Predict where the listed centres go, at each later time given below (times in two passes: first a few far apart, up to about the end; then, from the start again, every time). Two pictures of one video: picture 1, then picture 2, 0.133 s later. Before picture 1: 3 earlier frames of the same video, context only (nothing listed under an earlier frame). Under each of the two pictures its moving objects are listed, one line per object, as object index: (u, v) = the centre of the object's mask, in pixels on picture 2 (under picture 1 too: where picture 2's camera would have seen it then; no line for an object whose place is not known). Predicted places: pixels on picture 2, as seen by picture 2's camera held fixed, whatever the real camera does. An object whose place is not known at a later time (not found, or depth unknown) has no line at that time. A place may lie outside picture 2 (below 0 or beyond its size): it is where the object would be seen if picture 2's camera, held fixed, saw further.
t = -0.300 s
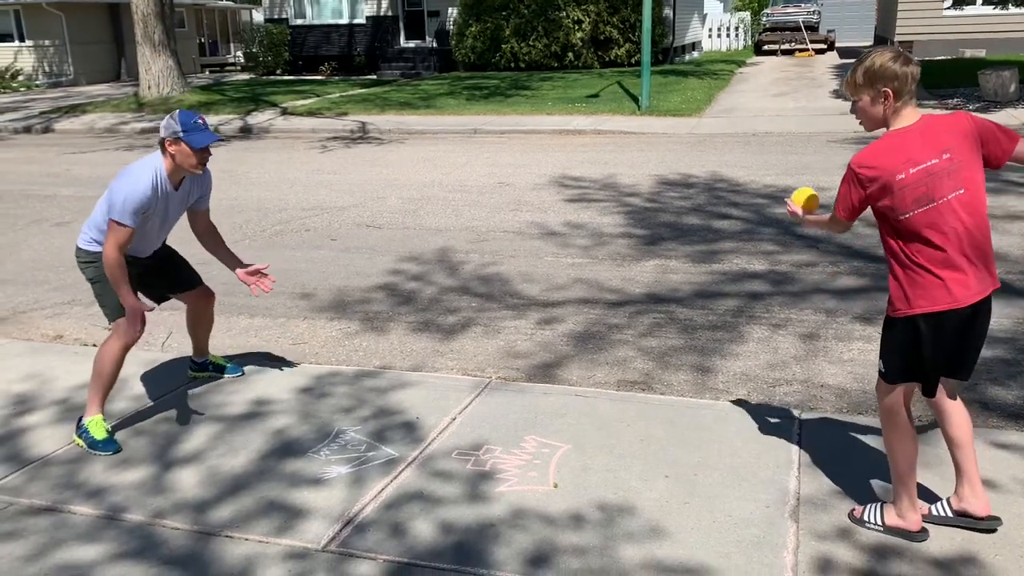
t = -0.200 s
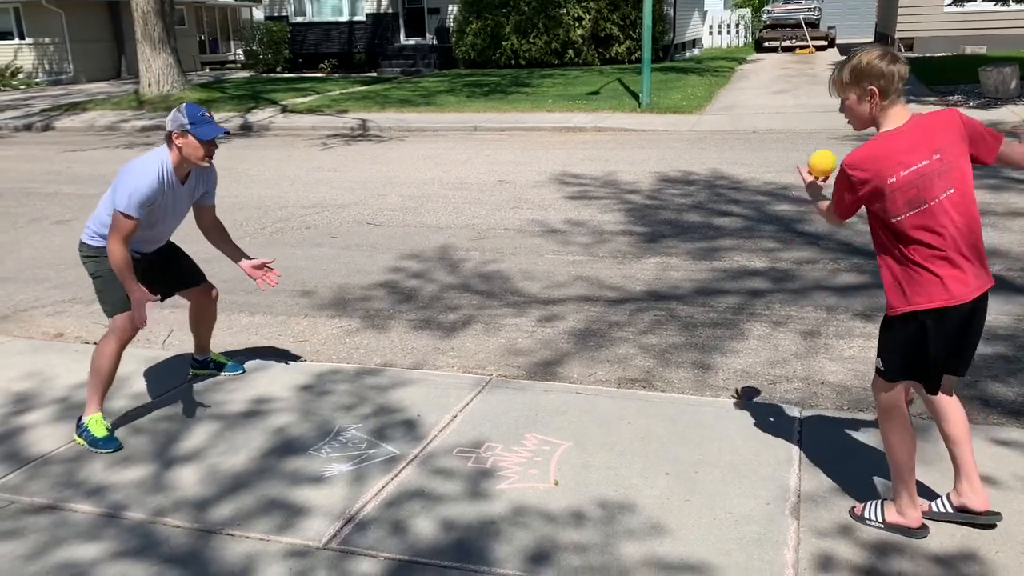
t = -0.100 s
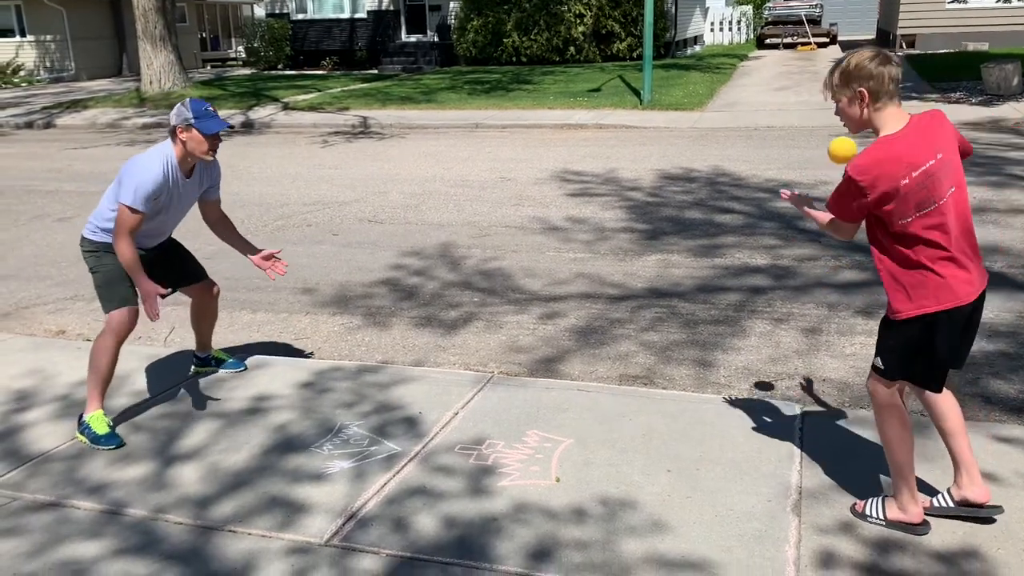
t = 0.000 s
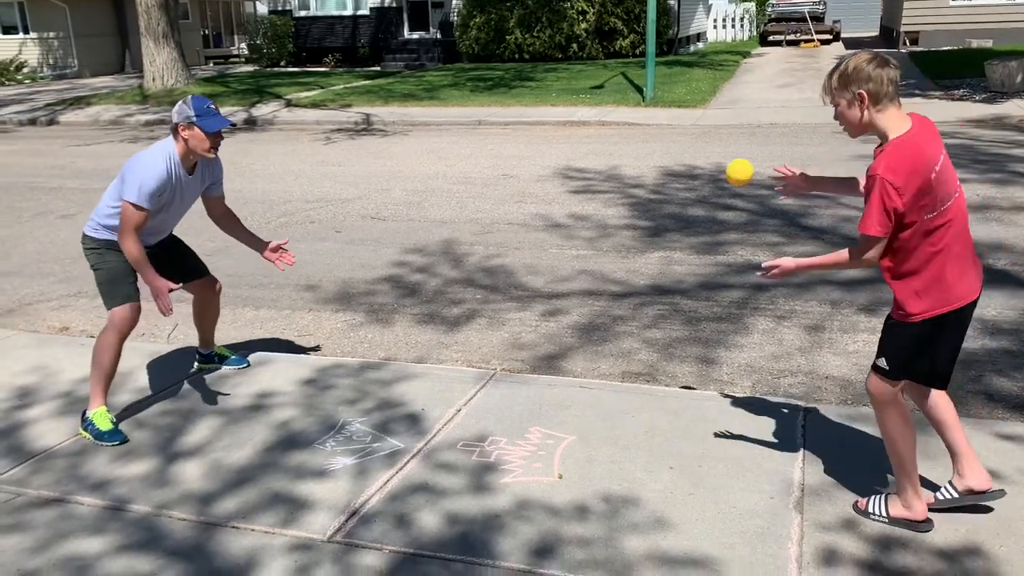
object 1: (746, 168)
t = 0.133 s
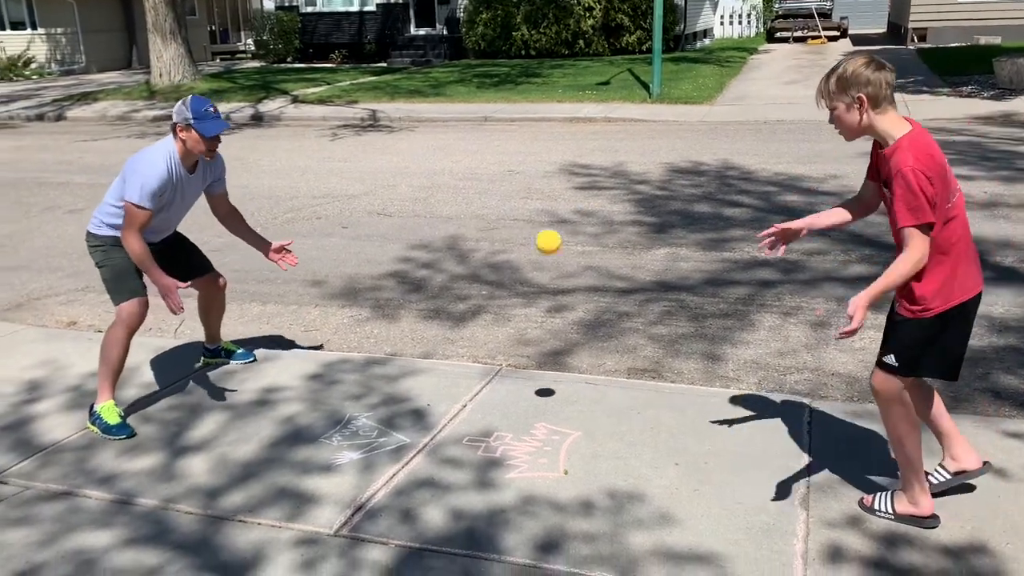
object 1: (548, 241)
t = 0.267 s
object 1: (376, 348)
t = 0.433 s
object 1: (221, 376)
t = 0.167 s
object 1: (503, 264)
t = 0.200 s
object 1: (459, 290)
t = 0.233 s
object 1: (416, 318)
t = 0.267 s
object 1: (376, 348)
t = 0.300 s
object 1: (337, 378)
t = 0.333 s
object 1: (299, 410)
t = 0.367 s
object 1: (268, 424)
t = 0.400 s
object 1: (245, 397)
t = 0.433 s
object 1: (221, 376)
